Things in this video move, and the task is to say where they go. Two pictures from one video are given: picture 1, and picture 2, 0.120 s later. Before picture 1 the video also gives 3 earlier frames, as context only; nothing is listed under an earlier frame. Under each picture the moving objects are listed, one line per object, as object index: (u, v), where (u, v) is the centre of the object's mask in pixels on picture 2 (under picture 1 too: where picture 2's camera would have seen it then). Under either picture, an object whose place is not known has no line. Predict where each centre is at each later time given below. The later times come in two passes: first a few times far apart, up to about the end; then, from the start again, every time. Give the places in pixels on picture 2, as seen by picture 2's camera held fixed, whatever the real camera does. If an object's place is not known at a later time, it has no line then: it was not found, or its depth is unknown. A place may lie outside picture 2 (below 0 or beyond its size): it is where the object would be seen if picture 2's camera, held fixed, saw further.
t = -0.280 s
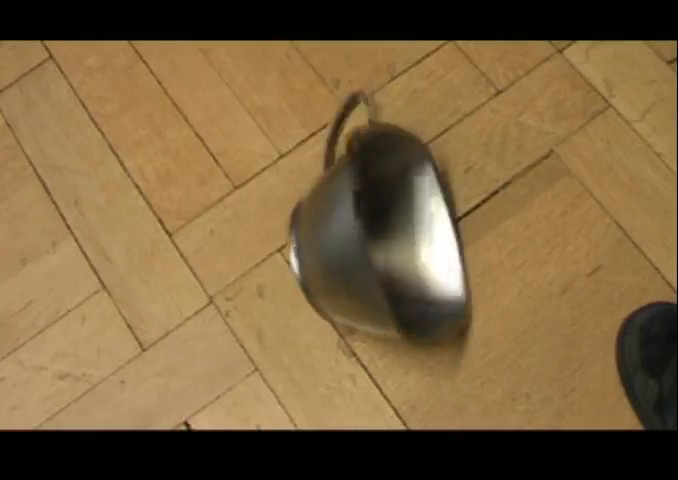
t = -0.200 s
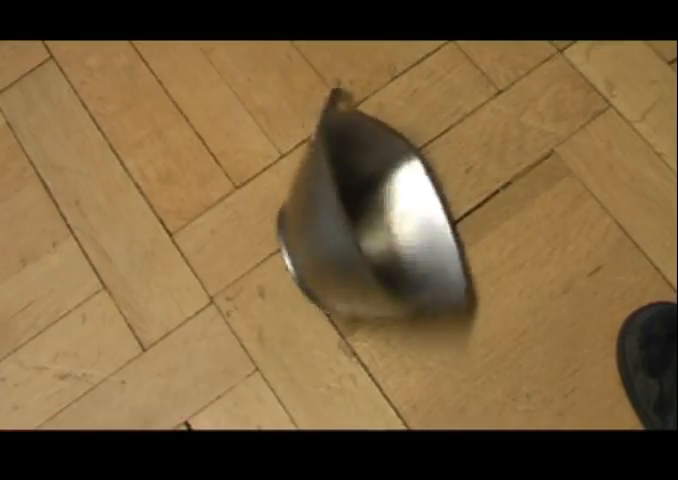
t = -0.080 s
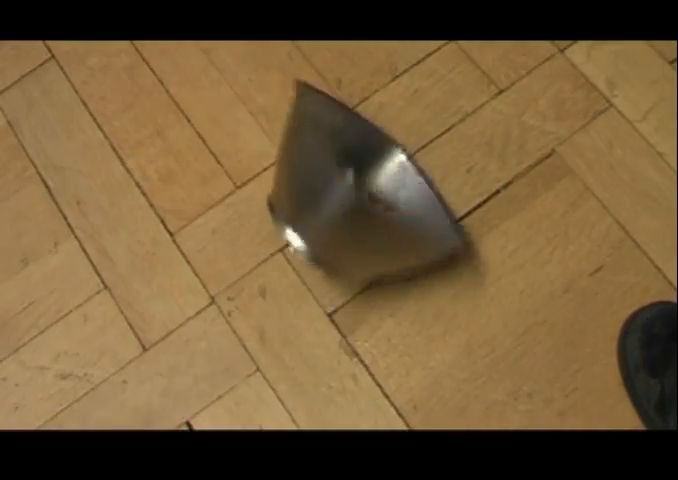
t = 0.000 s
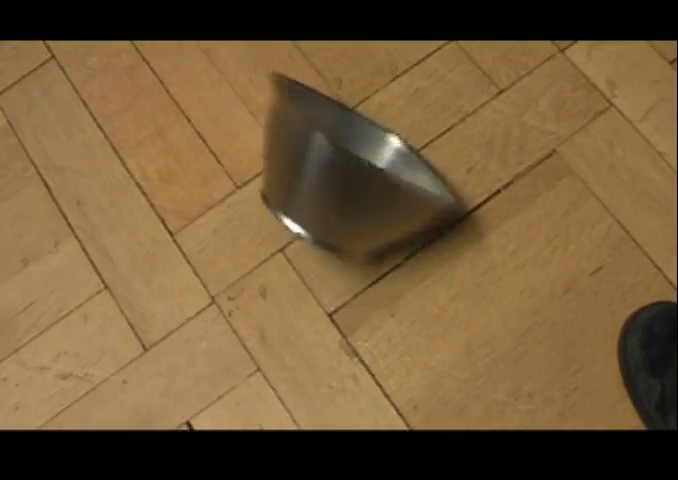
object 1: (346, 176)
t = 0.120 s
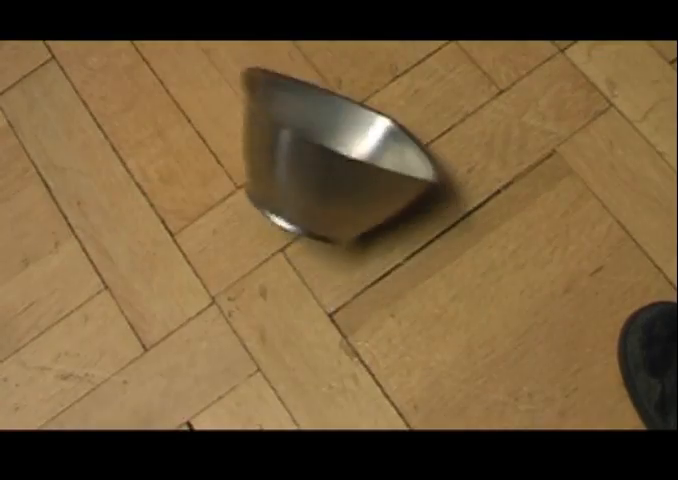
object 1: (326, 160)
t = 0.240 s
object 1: (309, 158)
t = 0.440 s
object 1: (254, 157)
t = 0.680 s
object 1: (275, 237)
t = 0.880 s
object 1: (245, 223)
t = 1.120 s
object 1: (242, 225)
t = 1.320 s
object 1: (279, 208)
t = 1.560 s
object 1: (274, 210)
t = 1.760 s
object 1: (242, 228)
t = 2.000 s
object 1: (251, 219)
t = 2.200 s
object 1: (280, 207)
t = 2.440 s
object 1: (259, 214)
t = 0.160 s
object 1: (321, 158)
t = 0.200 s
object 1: (315, 158)
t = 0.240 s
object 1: (309, 158)
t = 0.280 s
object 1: (302, 158)
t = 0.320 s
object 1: (293, 160)
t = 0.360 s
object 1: (283, 163)
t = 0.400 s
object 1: (272, 168)
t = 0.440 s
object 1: (254, 157)
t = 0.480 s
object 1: (240, 168)
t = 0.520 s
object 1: (237, 190)
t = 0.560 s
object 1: (251, 221)
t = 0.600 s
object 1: (259, 232)
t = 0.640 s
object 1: (268, 238)
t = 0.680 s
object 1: (275, 237)
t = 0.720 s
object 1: (278, 216)
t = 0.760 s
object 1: (273, 212)
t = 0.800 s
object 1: (261, 211)
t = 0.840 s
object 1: (251, 217)
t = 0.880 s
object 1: (245, 223)
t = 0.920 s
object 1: (242, 228)
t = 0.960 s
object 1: (242, 231)
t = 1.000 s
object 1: (242, 232)
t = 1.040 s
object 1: (242, 232)
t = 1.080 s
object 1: (241, 228)
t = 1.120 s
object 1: (242, 225)
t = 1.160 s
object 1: (248, 220)
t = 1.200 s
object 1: (256, 216)
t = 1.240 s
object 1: (265, 212)
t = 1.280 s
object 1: (274, 209)
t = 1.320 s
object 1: (279, 208)
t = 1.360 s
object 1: (282, 208)
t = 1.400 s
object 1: (284, 209)
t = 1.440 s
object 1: (284, 209)
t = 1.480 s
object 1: (282, 208)
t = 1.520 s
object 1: (279, 208)
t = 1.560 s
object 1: (274, 210)
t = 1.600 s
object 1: (265, 213)
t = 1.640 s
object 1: (256, 216)
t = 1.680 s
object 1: (249, 220)
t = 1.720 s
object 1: (244, 226)
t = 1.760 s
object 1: (242, 228)
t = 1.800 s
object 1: (242, 230)
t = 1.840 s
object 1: (242, 231)
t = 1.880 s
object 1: (242, 229)
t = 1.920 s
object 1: (242, 227)
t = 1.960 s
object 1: (245, 223)
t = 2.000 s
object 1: (251, 219)
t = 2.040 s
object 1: (259, 215)
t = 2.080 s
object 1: (267, 211)
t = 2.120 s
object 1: (274, 208)
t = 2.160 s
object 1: (278, 208)
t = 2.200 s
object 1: (280, 207)
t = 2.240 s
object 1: (281, 207)
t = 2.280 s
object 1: (281, 207)
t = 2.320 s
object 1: (278, 208)
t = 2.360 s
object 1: (274, 209)
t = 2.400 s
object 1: (267, 211)
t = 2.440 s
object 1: (259, 214)
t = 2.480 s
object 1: (252, 218)
